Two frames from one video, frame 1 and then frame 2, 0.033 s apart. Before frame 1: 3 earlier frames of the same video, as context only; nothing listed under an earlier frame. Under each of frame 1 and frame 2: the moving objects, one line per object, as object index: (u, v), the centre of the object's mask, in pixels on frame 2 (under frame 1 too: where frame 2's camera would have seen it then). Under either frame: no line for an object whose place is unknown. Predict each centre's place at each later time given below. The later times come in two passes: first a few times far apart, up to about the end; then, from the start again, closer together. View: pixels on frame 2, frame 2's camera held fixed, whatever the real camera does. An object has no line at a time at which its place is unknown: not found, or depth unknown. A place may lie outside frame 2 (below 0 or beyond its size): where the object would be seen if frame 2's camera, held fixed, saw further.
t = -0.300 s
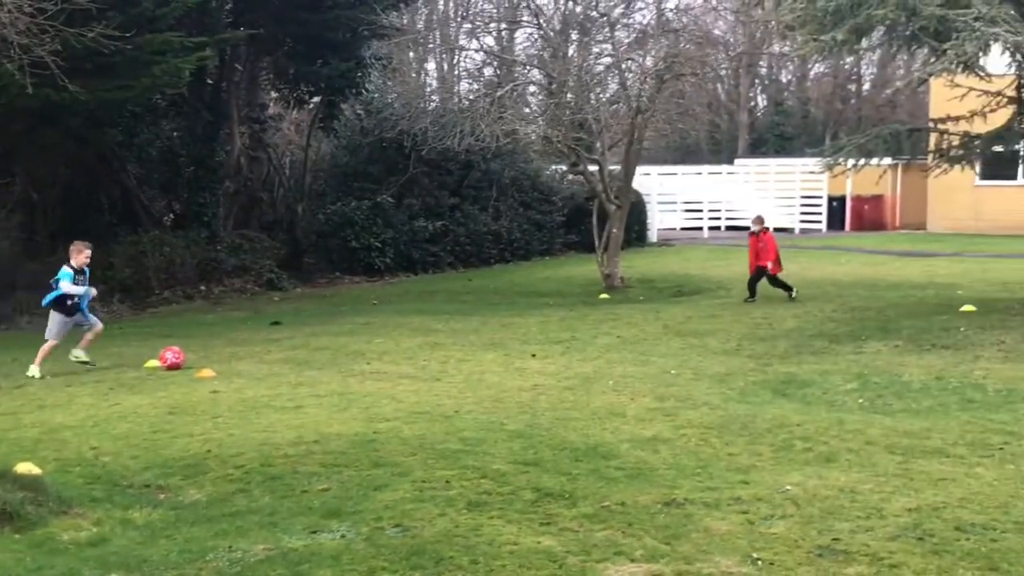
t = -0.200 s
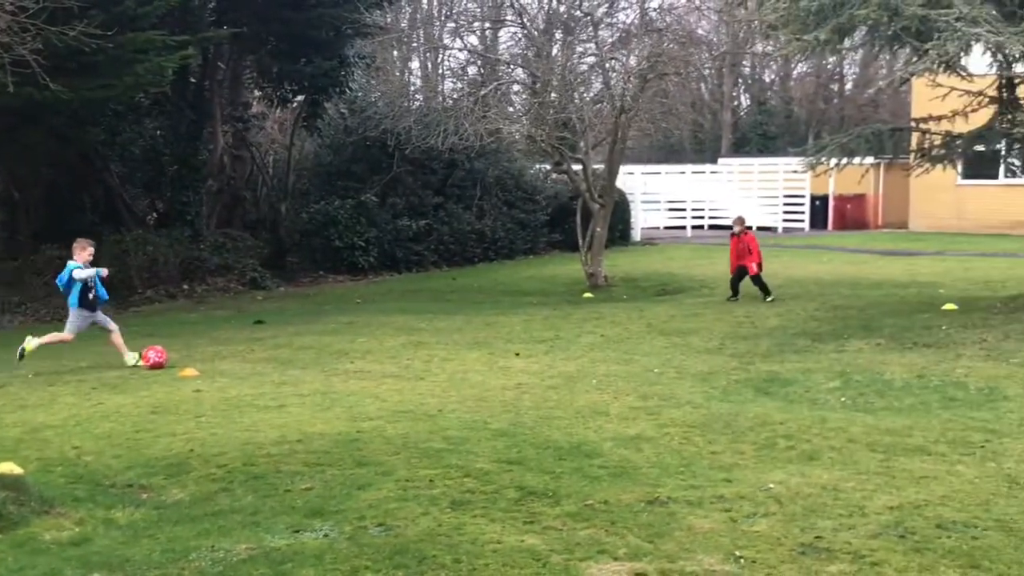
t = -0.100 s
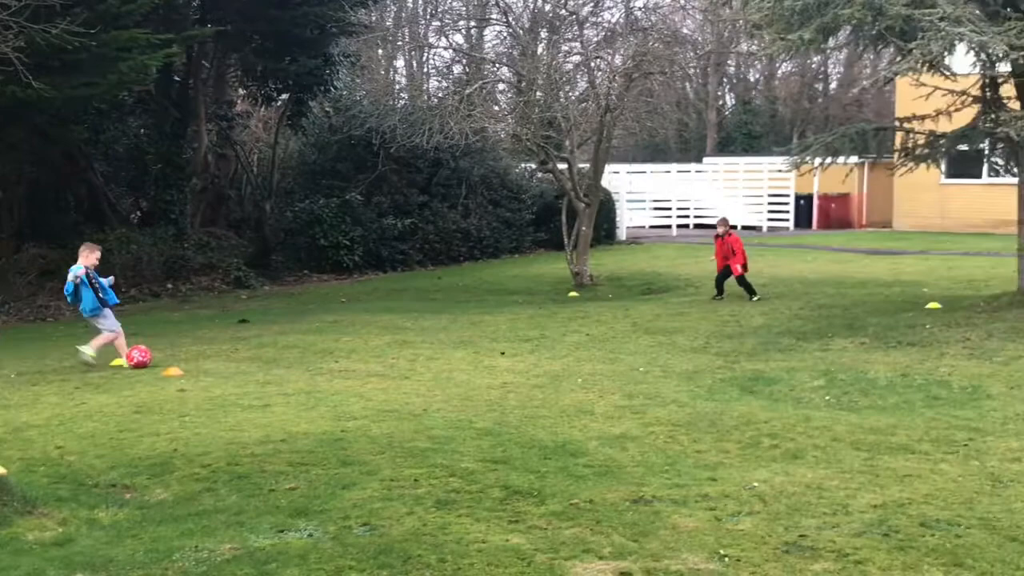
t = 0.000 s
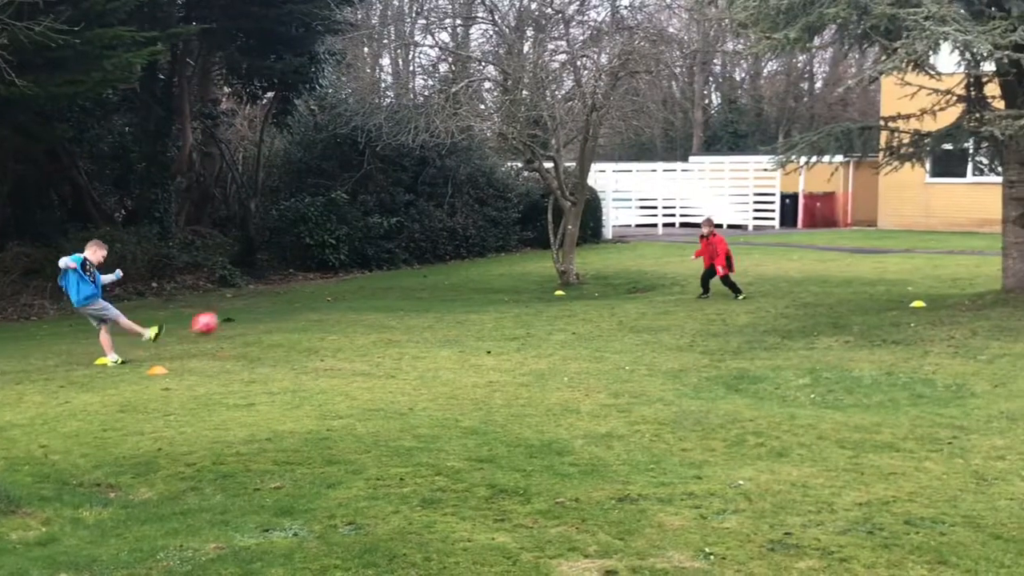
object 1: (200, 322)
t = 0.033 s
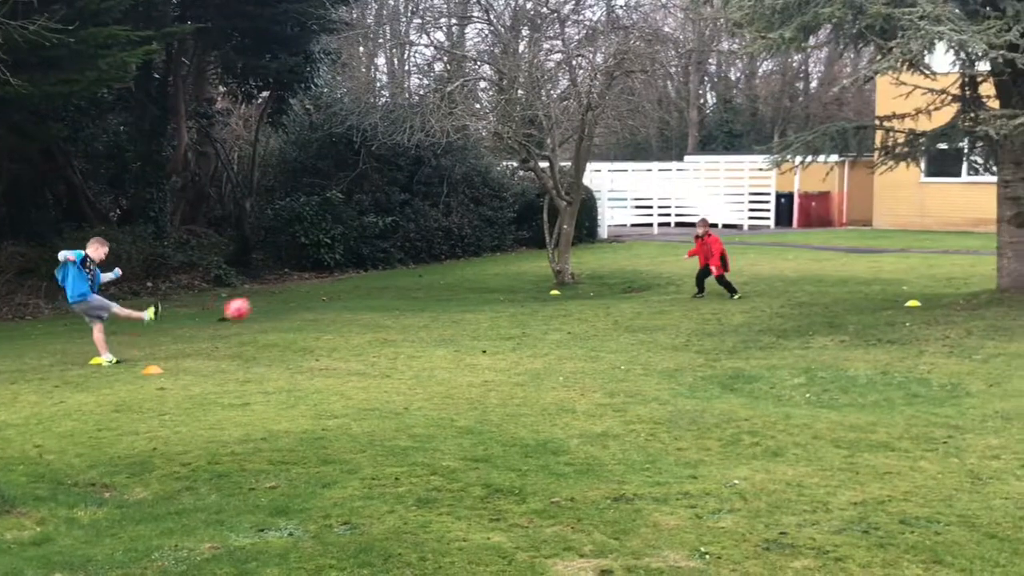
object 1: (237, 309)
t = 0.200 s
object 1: (400, 265)
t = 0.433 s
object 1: (577, 251)
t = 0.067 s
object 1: (273, 297)
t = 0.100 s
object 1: (307, 287)
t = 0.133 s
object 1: (339, 279)
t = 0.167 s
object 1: (371, 270)
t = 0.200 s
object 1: (400, 265)
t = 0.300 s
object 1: (482, 252)
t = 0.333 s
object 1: (507, 250)
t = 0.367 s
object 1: (531, 249)
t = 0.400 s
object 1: (554, 249)
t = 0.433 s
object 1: (577, 251)
